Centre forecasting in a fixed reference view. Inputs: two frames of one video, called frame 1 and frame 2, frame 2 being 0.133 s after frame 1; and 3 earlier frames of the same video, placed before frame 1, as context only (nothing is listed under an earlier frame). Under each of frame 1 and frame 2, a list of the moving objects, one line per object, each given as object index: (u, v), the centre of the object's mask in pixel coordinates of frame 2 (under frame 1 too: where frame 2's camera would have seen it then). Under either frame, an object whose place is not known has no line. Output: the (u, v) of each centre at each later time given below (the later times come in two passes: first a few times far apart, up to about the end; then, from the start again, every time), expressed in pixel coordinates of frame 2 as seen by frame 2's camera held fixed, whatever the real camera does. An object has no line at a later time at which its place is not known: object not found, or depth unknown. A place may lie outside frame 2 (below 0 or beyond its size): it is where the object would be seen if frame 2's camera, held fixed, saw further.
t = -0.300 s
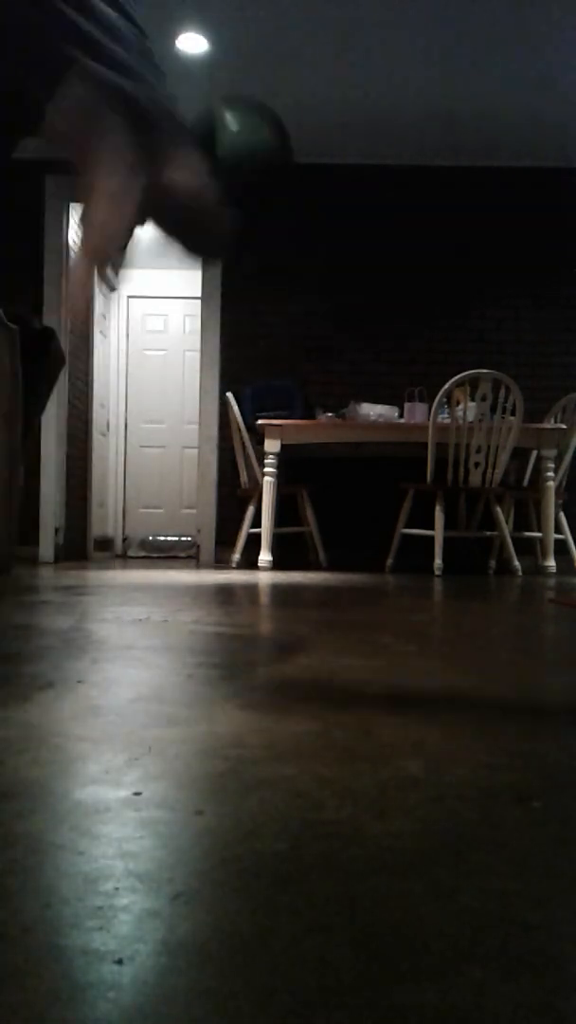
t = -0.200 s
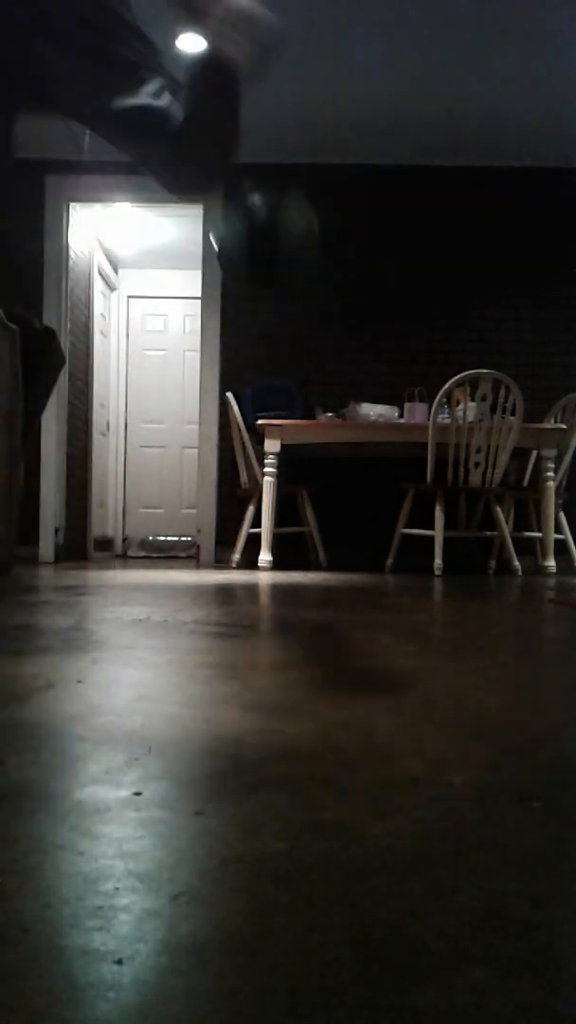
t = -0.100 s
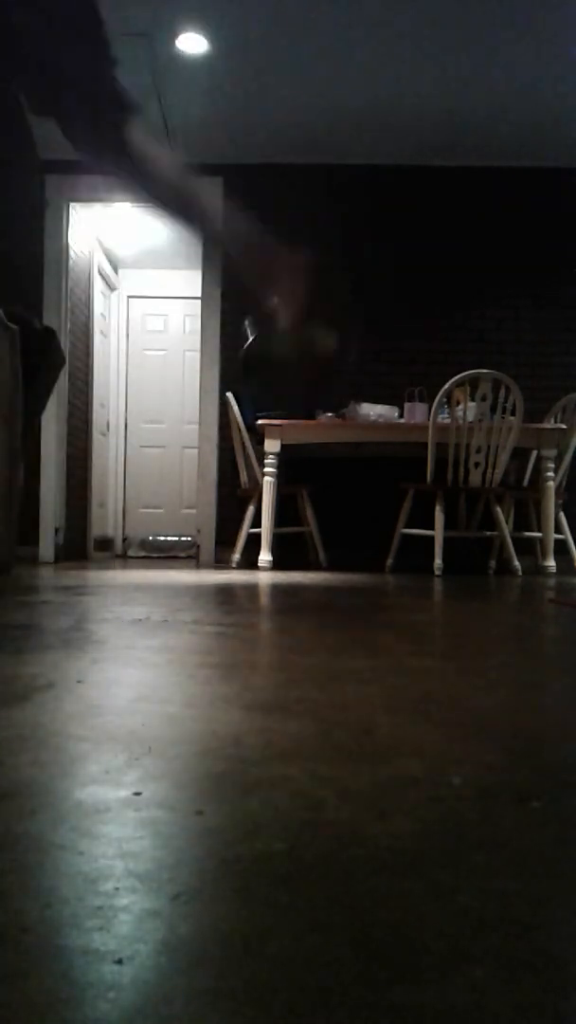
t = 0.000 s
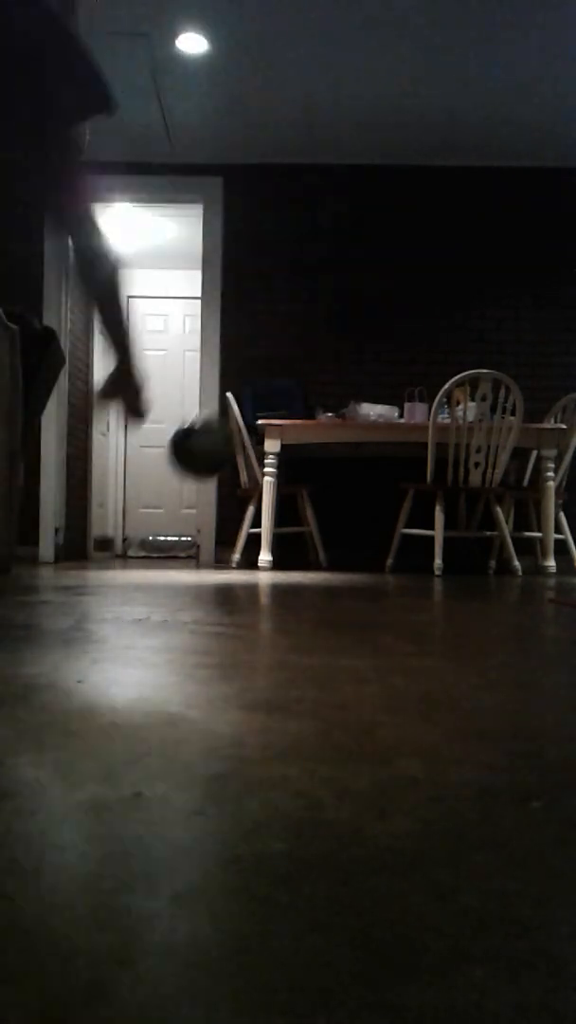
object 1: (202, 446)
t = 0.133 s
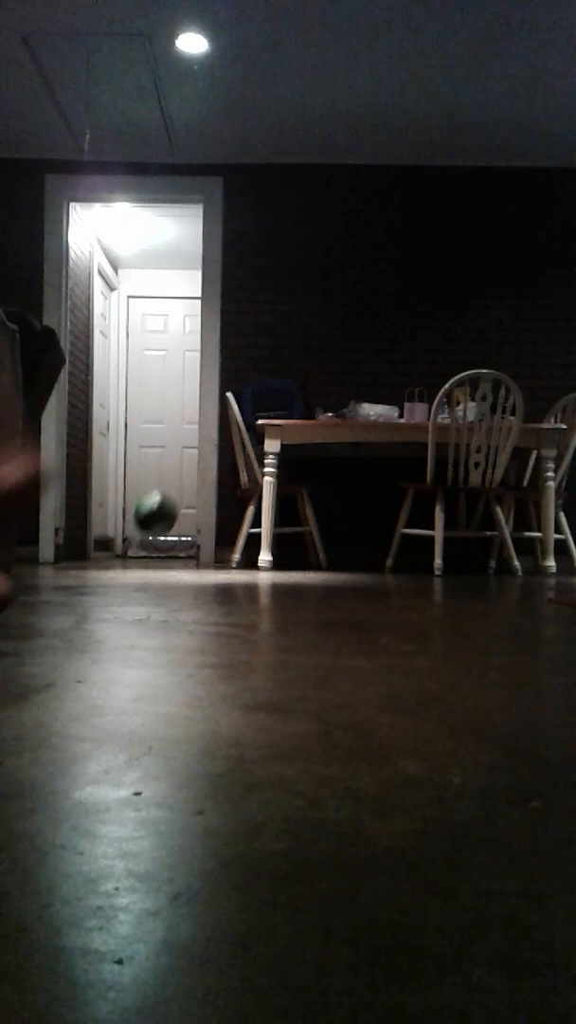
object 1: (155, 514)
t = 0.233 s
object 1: (142, 542)
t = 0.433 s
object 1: (125, 519)
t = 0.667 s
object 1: (129, 534)
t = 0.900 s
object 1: (147, 520)
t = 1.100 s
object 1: (160, 547)
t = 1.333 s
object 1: (182, 529)
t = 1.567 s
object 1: (209, 529)
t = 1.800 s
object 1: (245, 537)
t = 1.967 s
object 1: (291, 548)
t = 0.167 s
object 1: (150, 530)
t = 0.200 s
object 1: (144, 542)
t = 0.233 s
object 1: (142, 542)
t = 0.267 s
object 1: (140, 534)
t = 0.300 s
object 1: (138, 528)
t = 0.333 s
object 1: (138, 524)
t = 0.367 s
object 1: (137, 522)
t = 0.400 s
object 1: (137, 522)
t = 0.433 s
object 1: (125, 519)
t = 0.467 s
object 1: (112, 517)
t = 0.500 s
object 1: (114, 516)
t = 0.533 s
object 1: (116, 517)
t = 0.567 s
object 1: (120, 518)
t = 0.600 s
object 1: (123, 521)
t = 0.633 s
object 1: (126, 527)
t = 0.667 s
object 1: (129, 534)
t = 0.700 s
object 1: (132, 542)
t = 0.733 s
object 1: (135, 543)
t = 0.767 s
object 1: (137, 537)
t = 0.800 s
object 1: (140, 530)
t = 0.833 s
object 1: (142, 525)
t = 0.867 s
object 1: (145, 522)
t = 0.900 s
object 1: (147, 520)
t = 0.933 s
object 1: (149, 521)
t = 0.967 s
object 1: (151, 522)
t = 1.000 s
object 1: (153, 525)
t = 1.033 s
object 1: (156, 532)
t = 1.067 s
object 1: (158, 539)
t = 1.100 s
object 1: (160, 547)
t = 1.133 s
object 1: (163, 541)
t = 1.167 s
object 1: (167, 532)
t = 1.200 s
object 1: (169, 529)
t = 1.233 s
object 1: (173, 526)
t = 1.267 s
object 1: (176, 524)
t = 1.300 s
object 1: (179, 526)
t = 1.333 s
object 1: (182, 529)
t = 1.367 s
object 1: (185, 534)
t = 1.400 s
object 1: (190, 544)
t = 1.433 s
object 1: (193, 547)
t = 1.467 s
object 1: (197, 538)
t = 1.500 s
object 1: (200, 533)
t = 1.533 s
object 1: (205, 530)
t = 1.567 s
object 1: (209, 529)
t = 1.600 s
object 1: (214, 530)
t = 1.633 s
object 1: (219, 536)
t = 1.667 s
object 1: (222, 542)
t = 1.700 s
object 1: (228, 553)
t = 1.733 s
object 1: (233, 547)
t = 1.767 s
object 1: (240, 541)
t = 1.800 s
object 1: (245, 537)
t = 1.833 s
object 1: (252, 537)
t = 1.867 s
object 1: (263, 544)
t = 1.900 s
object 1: (273, 555)
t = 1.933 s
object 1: (281, 554)
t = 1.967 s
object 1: (291, 548)
